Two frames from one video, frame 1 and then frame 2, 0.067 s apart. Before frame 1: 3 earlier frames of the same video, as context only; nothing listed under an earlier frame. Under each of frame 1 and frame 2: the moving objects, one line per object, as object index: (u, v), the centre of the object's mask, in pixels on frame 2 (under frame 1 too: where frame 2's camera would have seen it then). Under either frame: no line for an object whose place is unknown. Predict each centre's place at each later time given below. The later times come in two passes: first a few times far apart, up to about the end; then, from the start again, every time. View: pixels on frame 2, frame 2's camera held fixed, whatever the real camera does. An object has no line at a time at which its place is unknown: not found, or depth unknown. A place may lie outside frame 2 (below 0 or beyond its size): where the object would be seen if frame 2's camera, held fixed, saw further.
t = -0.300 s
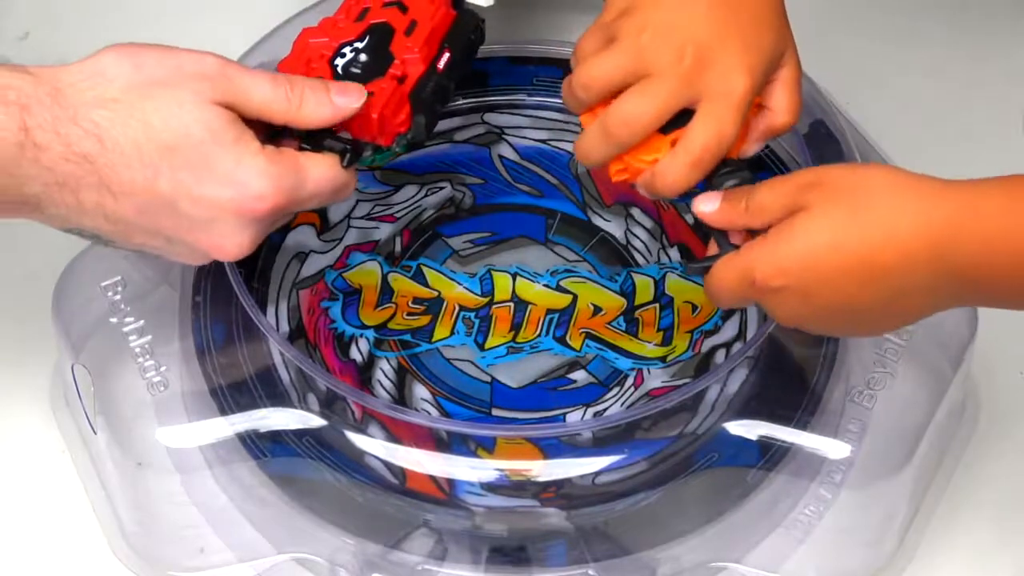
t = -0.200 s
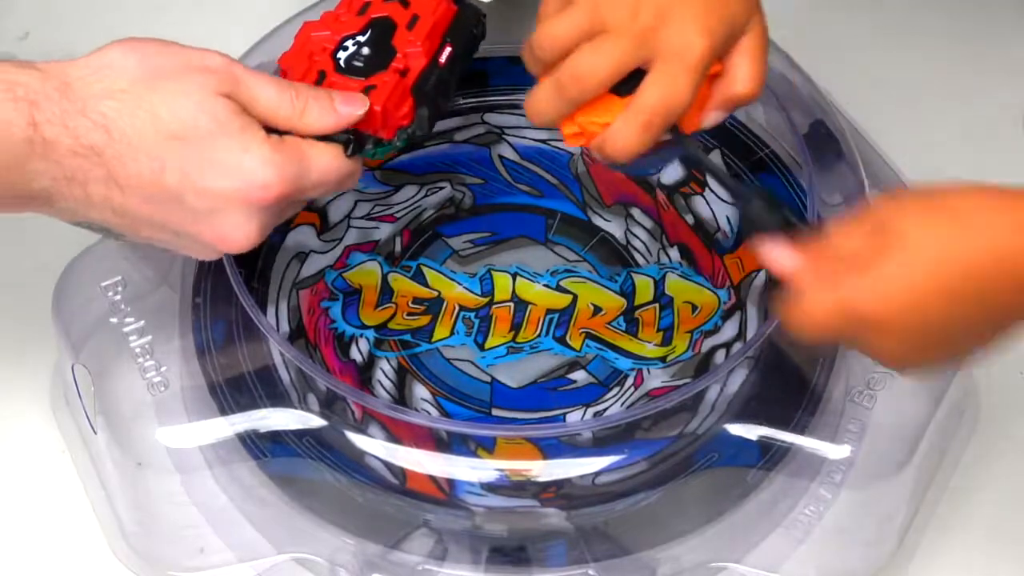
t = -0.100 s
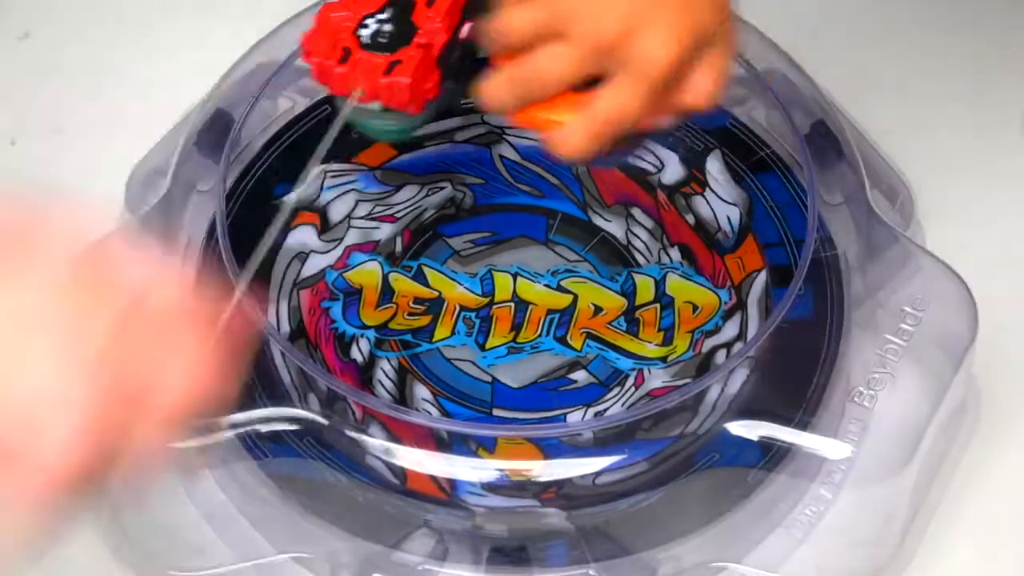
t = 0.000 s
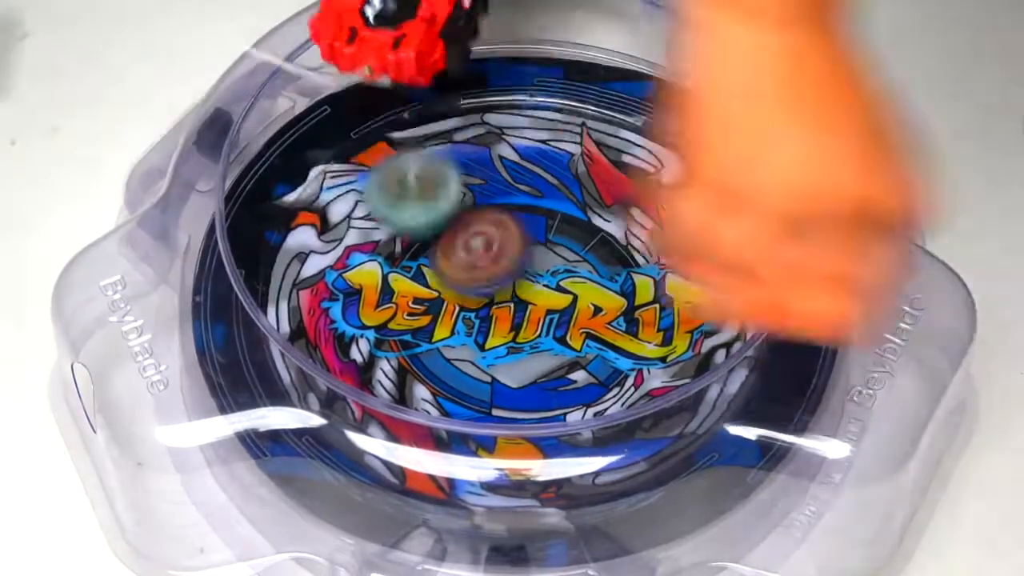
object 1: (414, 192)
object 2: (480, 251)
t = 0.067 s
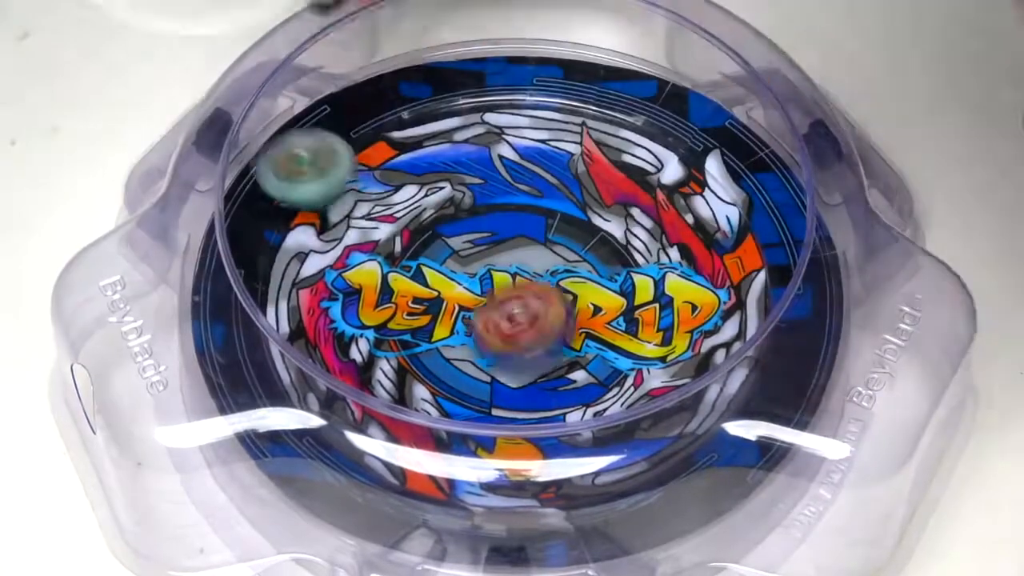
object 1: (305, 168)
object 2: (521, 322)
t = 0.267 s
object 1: (400, 247)
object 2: (641, 442)
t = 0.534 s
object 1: (503, 298)
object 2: (729, 448)
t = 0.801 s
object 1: (401, 171)
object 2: (829, 539)
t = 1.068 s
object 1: (289, 261)
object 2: (829, 530)
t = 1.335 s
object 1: (391, 364)
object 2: (838, 527)
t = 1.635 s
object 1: (600, 293)
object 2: (861, 523)
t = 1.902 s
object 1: (538, 169)
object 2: (874, 470)
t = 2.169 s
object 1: (477, 203)
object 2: (871, 459)
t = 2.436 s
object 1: (547, 247)
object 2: (871, 460)
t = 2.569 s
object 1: (593, 217)
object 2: (869, 457)
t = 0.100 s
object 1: (273, 140)
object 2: (542, 356)
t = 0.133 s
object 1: (278, 150)
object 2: (570, 390)
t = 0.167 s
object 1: (295, 170)
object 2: (596, 421)
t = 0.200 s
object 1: (322, 190)
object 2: (623, 455)
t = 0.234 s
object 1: (365, 222)
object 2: (636, 441)
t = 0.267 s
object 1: (400, 247)
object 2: (641, 442)
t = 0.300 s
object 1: (429, 270)
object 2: (648, 447)
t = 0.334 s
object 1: (468, 306)
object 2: (656, 433)
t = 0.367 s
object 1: (493, 330)
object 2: (659, 434)
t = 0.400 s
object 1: (527, 359)
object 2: (657, 420)
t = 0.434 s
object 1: (553, 373)
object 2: (655, 424)
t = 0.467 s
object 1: (552, 364)
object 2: (670, 428)
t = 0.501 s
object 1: (521, 325)
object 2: (702, 436)
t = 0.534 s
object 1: (503, 298)
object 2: (729, 448)
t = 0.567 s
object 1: (488, 268)
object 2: (742, 453)
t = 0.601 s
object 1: (471, 238)
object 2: (763, 445)
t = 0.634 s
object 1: (461, 222)
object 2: (790, 446)
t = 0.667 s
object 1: (451, 204)
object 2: (824, 470)
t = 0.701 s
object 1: (438, 189)
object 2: (850, 491)
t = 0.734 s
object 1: (428, 180)
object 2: (845, 504)
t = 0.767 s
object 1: (418, 176)
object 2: (837, 528)
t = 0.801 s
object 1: (401, 171)
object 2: (829, 539)
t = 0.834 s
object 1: (387, 170)
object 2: (830, 539)
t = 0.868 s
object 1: (374, 175)
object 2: (829, 531)
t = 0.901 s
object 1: (354, 184)
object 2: (831, 530)
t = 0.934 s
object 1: (338, 193)
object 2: (830, 531)
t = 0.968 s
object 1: (323, 205)
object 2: (827, 530)
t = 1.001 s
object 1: (305, 228)
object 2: (828, 533)
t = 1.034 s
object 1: (295, 244)
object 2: (830, 533)
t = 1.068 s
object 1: (289, 261)
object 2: (829, 530)
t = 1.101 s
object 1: (291, 284)
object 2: (832, 530)
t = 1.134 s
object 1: (300, 301)
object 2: (832, 530)
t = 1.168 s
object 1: (313, 316)
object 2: (834, 530)
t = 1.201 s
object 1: (333, 333)
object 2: (835, 537)
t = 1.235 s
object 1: (344, 343)
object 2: (826, 534)
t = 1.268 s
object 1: (356, 351)
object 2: (828, 535)
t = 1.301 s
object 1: (375, 359)
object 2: (831, 531)
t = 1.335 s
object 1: (391, 364)
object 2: (838, 527)
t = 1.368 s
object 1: (408, 366)
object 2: (841, 527)
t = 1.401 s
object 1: (435, 367)
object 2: (844, 523)
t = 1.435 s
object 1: (457, 366)
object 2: (839, 520)
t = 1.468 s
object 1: (483, 364)
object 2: (839, 520)
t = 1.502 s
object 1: (518, 356)
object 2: (848, 520)
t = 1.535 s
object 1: (544, 347)
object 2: (855, 521)
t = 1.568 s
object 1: (566, 334)
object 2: (859, 523)
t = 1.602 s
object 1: (589, 311)
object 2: (860, 523)
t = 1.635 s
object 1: (600, 293)
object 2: (861, 523)
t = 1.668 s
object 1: (607, 277)
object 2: (863, 520)
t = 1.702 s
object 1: (609, 253)
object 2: (869, 518)
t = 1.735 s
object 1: (605, 234)
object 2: (872, 514)
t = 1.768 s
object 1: (598, 215)
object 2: (875, 510)
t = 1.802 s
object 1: (585, 194)
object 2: (881, 503)
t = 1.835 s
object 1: (571, 182)
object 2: (884, 497)
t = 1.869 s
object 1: (557, 173)
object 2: (886, 489)
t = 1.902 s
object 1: (538, 169)
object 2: (874, 470)
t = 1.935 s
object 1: (523, 169)
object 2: (873, 466)
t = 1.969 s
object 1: (510, 173)
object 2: (871, 461)
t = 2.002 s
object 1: (498, 178)
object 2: (868, 457)
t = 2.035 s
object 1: (492, 184)
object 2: (868, 456)
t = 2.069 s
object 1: (487, 187)
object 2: (869, 456)
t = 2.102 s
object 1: (481, 193)
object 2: (870, 458)
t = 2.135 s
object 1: (478, 198)
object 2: (871, 459)
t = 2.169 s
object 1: (477, 203)
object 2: (871, 459)
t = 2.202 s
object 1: (477, 214)
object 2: (871, 460)
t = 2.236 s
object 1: (479, 217)
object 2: (871, 460)
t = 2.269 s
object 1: (481, 223)
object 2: (871, 460)
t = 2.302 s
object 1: (490, 231)
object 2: (871, 460)
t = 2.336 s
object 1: (501, 235)
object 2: (871, 460)
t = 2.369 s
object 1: (512, 241)
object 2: (871, 460)
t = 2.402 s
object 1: (532, 246)
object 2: (871, 460)
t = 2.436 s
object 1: (547, 247)
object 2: (871, 460)
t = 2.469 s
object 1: (562, 246)
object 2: (870, 459)
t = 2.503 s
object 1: (579, 237)
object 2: (870, 458)
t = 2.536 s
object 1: (586, 229)
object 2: (869, 458)
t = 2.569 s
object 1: (593, 217)
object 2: (869, 457)
